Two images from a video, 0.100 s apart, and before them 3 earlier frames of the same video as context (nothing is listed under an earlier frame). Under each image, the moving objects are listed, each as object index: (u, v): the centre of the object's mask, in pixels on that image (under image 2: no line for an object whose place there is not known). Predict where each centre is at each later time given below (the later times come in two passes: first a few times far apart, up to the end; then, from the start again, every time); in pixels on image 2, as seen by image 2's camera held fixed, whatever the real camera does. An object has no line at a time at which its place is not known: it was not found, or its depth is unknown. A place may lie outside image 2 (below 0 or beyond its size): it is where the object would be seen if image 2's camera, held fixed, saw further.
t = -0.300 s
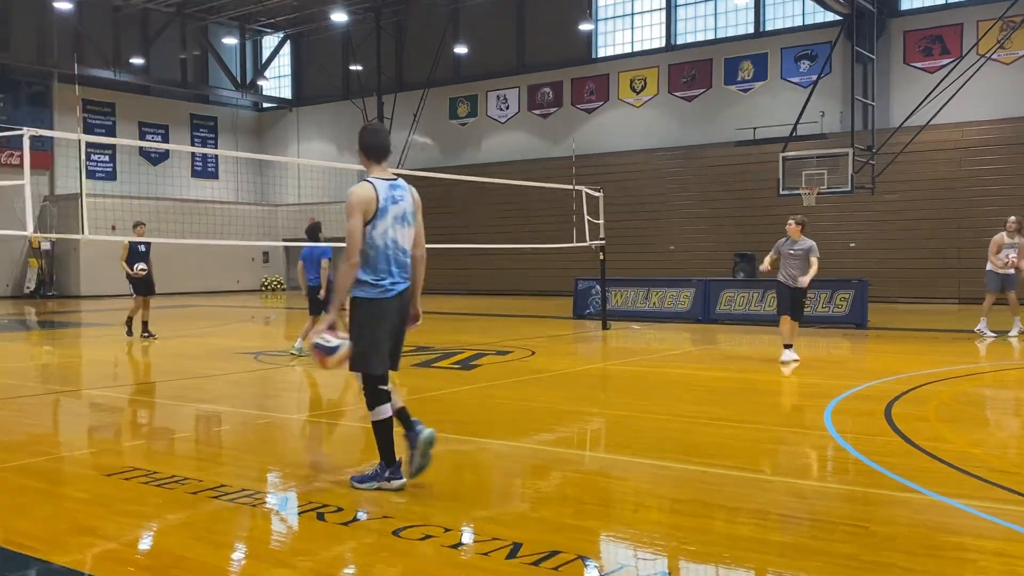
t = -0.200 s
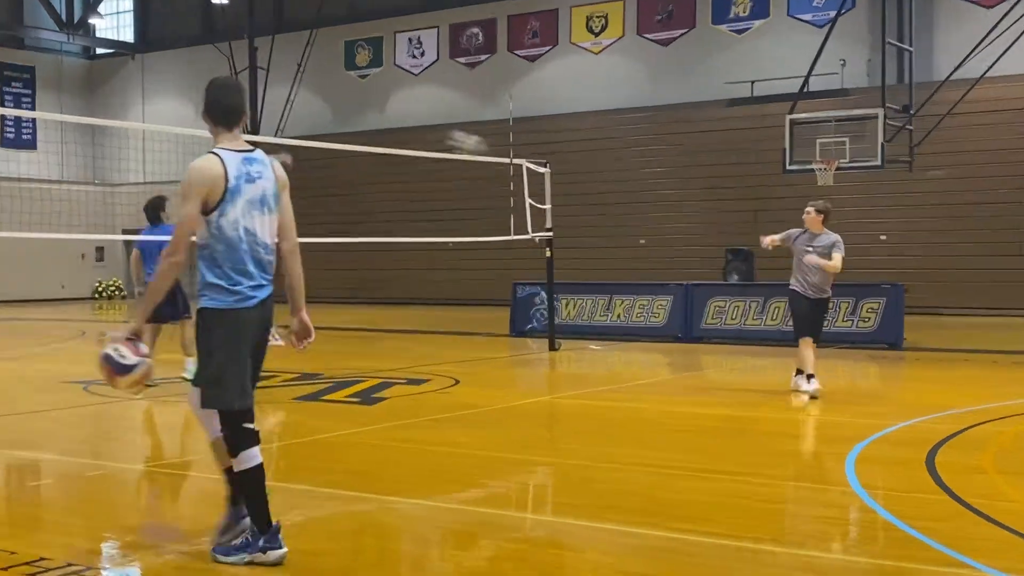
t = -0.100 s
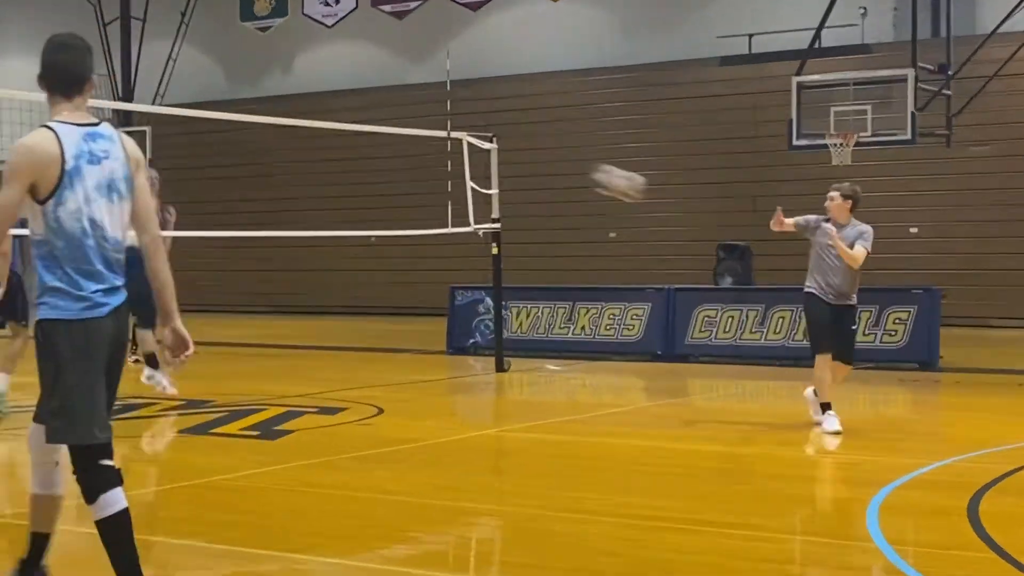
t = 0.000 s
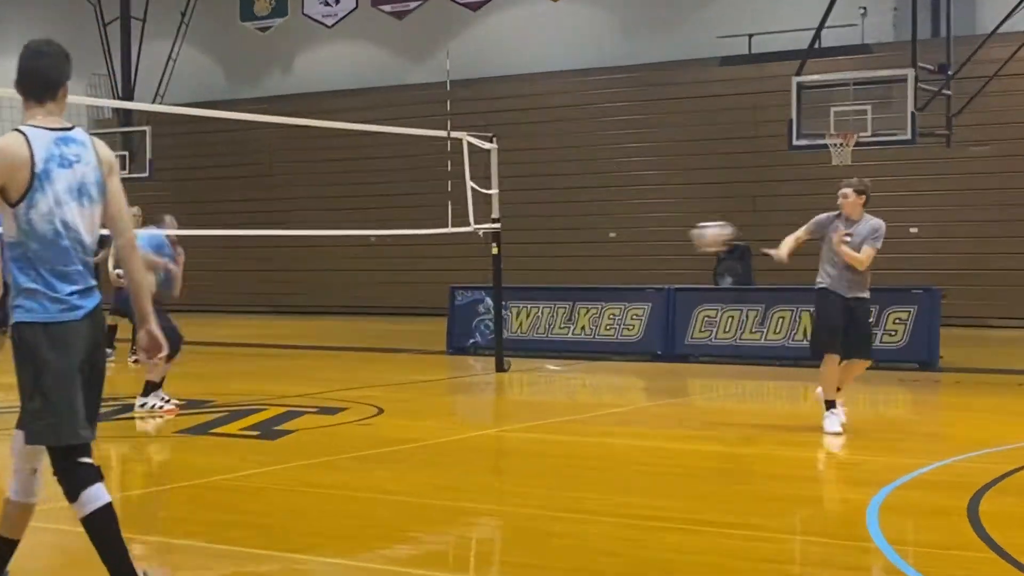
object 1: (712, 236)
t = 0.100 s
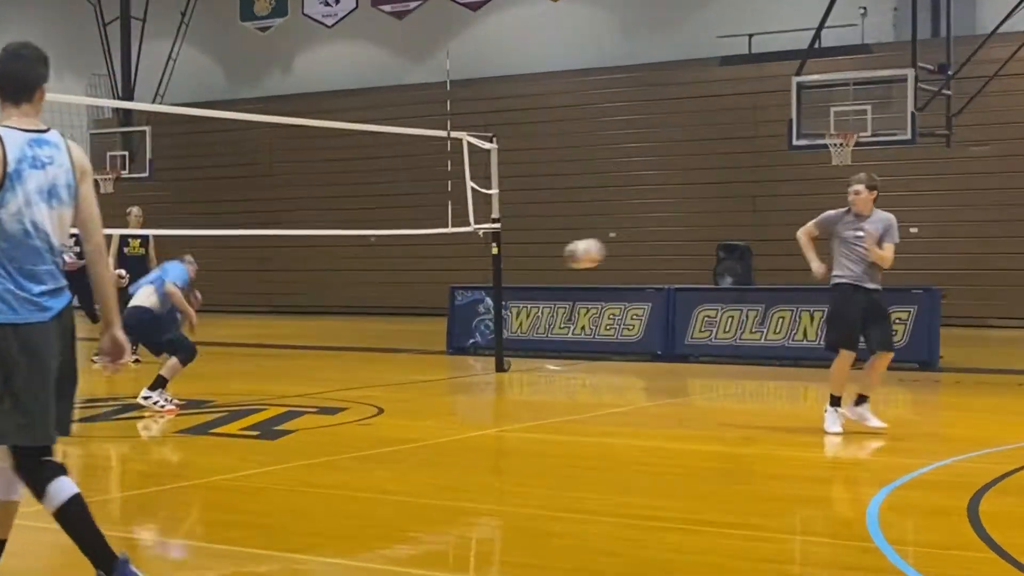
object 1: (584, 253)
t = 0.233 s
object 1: (435, 292)
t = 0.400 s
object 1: (279, 359)
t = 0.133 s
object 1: (545, 261)
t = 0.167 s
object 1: (507, 270)
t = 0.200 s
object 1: (469, 280)
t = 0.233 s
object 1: (435, 292)
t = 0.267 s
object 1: (402, 303)
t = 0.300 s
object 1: (370, 314)
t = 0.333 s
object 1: (339, 328)
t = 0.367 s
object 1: (310, 342)
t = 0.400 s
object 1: (279, 359)
